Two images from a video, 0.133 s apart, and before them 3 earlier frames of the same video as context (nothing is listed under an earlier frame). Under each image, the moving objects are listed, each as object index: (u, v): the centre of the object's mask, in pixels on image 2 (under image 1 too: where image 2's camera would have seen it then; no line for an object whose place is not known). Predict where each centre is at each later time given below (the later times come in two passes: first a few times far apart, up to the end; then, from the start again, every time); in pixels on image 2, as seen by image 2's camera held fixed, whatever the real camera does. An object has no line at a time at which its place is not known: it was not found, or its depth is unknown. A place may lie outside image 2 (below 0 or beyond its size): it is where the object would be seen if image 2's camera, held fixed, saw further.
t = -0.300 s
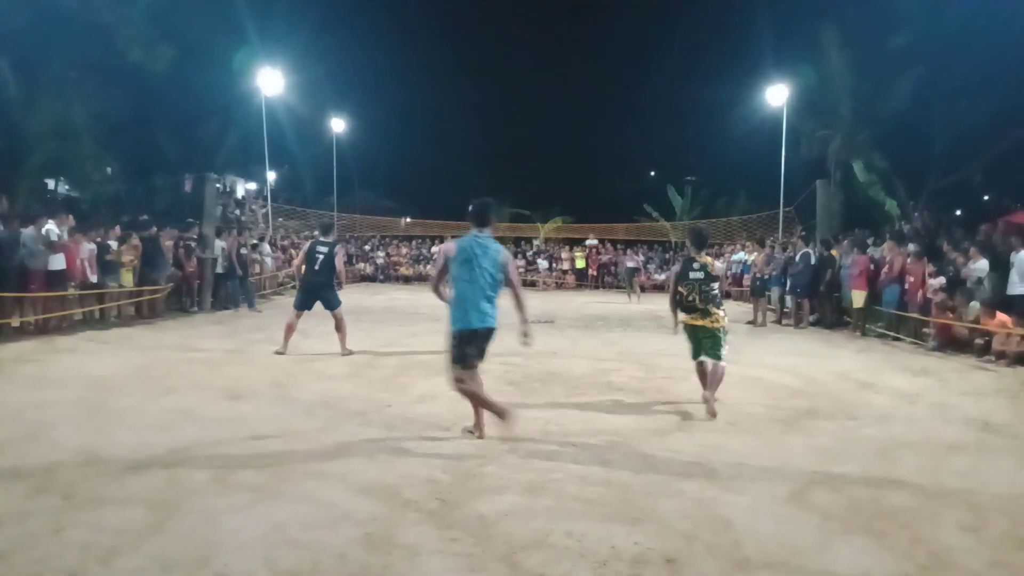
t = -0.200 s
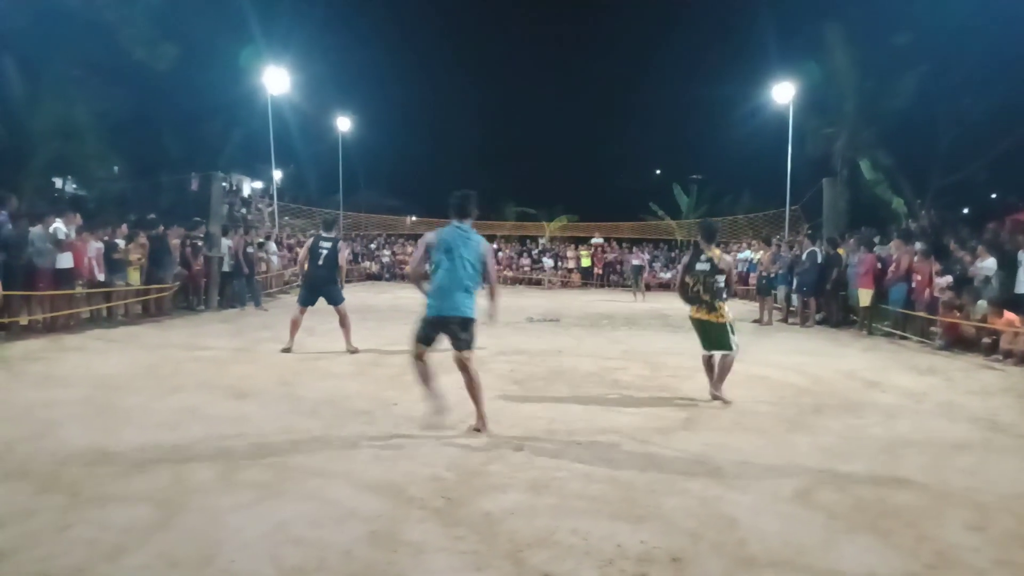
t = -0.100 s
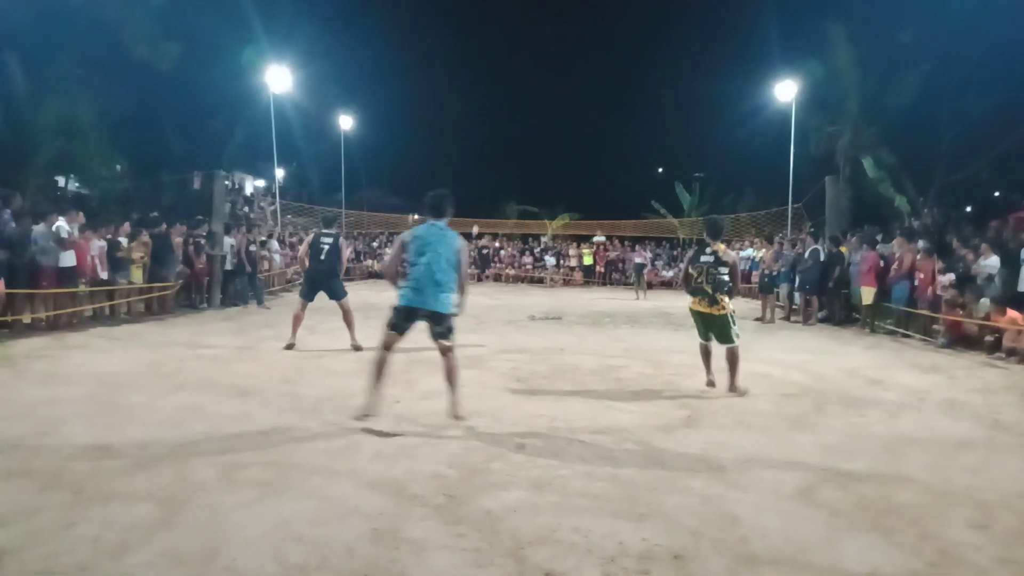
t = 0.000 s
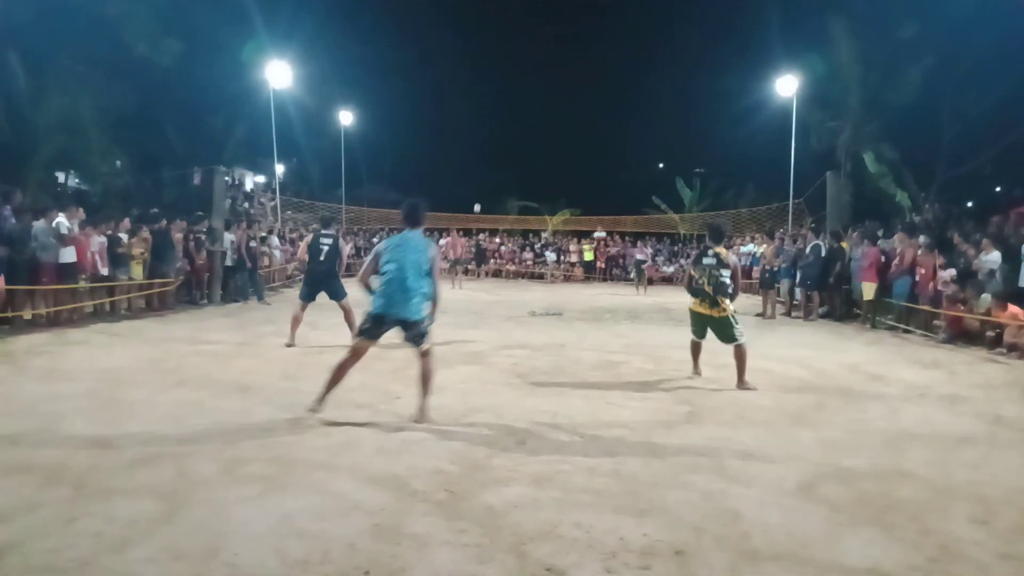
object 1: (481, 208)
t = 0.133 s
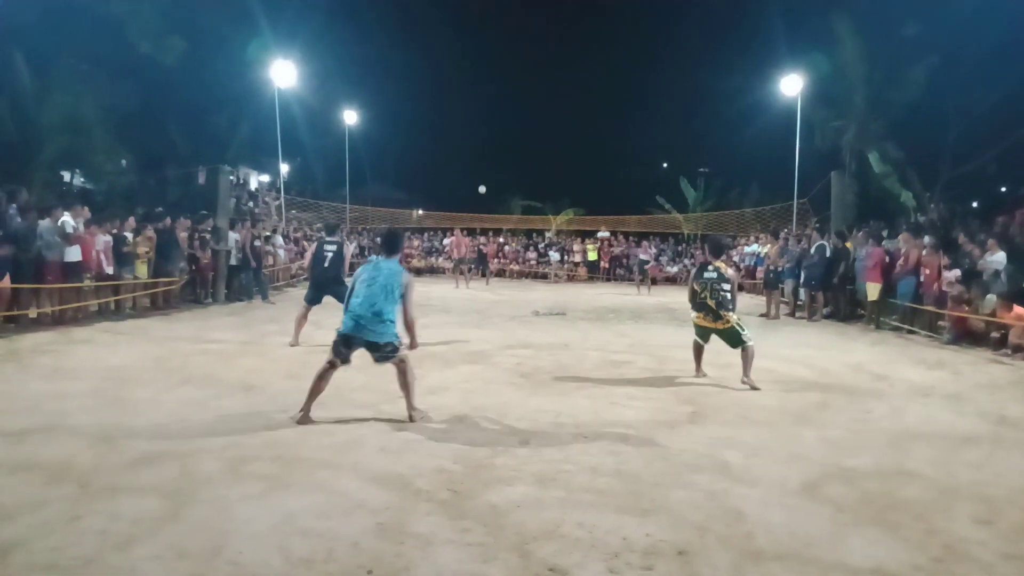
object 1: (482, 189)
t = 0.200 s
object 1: (482, 183)
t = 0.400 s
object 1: (482, 180)
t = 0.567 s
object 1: (480, 211)
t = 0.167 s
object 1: (482, 186)
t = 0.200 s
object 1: (482, 183)
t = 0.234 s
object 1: (483, 181)
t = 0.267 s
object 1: (483, 179)
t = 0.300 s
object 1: (482, 178)
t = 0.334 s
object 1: (483, 178)
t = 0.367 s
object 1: (483, 179)
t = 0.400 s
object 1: (482, 180)
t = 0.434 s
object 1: (483, 183)
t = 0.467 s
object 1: (483, 187)
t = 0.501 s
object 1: (482, 193)
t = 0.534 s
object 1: (481, 201)
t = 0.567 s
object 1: (480, 211)
